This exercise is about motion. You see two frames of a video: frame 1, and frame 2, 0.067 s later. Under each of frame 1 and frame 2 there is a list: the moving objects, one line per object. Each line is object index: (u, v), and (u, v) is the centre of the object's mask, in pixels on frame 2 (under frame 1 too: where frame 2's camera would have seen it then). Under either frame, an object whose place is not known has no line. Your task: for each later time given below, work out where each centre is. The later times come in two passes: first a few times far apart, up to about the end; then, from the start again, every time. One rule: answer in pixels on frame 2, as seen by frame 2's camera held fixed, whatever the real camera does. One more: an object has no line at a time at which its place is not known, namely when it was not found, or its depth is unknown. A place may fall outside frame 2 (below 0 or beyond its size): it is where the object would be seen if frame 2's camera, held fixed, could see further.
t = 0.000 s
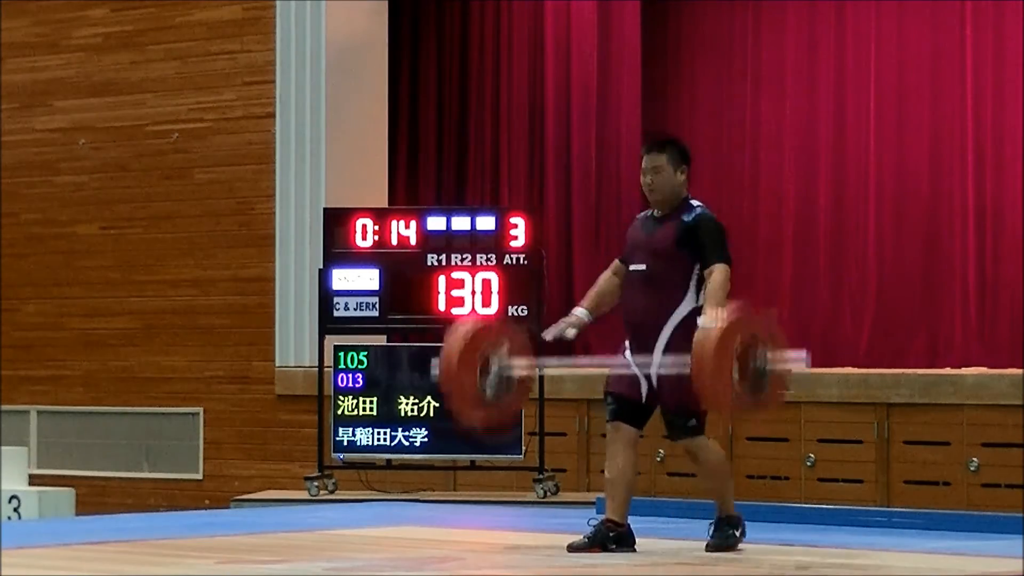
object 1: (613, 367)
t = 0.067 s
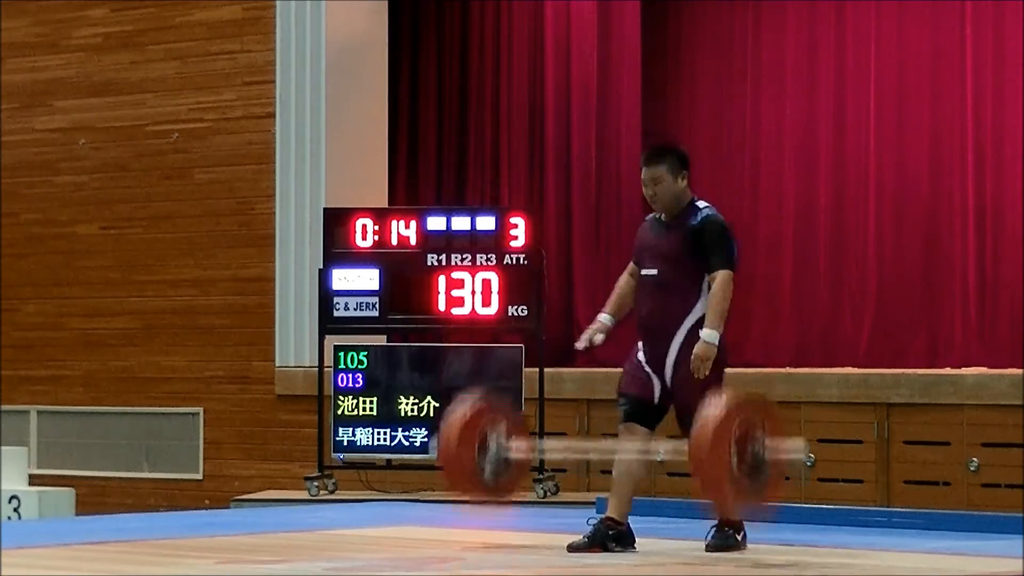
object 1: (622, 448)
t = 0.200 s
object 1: (617, 451)
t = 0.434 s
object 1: (622, 388)
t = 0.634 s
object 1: (622, 434)
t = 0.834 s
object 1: (624, 486)
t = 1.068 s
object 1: (633, 491)
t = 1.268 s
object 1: (636, 500)
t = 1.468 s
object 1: (637, 502)
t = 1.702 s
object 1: (636, 502)
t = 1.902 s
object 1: (635, 502)
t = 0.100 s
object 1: (619, 491)
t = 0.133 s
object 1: (618, 493)
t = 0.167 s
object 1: (617, 470)
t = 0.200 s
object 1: (617, 451)
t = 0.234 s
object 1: (617, 434)
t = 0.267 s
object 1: (621, 419)
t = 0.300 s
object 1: (619, 408)
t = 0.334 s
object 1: (620, 399)
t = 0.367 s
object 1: (619, 393)
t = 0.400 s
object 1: (621, 389)
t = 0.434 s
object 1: (622, 388)
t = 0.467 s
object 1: (622, 388)
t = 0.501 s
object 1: (621, 392)
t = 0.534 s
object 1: (623, 398)
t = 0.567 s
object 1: (622, 406)
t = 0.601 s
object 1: (620, 420)
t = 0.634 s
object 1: (622, 434)
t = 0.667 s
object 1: (621, 452)
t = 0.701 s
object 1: (624, 463)
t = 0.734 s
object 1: (628, 471)
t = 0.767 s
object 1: (629, 480)
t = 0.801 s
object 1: (623, 490)
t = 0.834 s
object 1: (624, 486)
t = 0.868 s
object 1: (627, 481)
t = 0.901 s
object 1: (629, 478)
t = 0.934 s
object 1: (628, 478)
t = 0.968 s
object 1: (629, 479)
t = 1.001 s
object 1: (631, 485)
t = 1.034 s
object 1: (632, 488)
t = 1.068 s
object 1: (633, 491)
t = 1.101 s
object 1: (631, 494)
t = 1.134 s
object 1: (633, 500)
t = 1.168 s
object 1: (632, 499)
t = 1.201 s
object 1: (633, 499)
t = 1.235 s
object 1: (634, 499)
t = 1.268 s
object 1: (636, 500)
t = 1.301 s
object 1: (636, 502)
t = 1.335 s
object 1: (636, 502)
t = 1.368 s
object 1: (637, 502)
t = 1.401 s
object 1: (636, 502)
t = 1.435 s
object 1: (636, 502)
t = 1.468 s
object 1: (637, 502)
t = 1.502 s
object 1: (635, 502)
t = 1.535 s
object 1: (635, 502)
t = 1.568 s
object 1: (635, 502)
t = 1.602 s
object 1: (636, 502)
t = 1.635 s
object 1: (636, 502)
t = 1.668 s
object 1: (636, 502)
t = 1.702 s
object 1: (636, 502)
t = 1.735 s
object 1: (636, 502)
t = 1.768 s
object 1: (635, 502)
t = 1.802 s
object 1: (635, 502)
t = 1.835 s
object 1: (636, 502)
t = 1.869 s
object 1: (636, 502)
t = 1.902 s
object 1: (635, 502)
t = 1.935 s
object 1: (635, 502)
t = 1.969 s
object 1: (636, 502)
